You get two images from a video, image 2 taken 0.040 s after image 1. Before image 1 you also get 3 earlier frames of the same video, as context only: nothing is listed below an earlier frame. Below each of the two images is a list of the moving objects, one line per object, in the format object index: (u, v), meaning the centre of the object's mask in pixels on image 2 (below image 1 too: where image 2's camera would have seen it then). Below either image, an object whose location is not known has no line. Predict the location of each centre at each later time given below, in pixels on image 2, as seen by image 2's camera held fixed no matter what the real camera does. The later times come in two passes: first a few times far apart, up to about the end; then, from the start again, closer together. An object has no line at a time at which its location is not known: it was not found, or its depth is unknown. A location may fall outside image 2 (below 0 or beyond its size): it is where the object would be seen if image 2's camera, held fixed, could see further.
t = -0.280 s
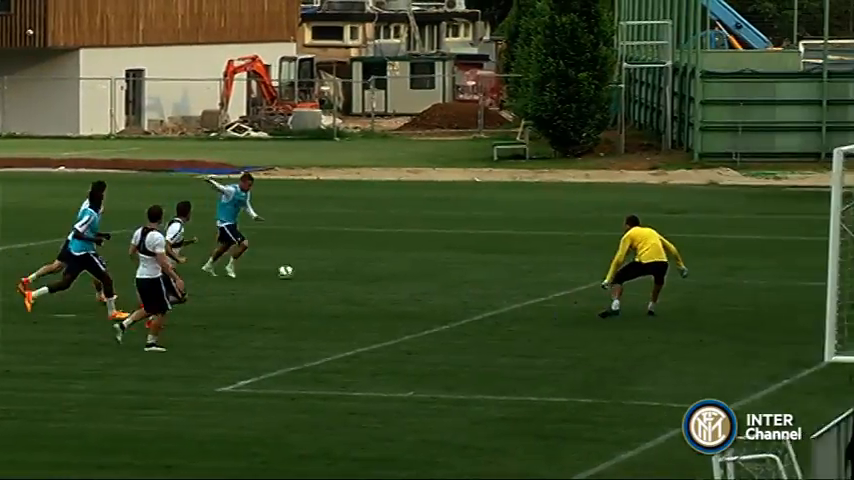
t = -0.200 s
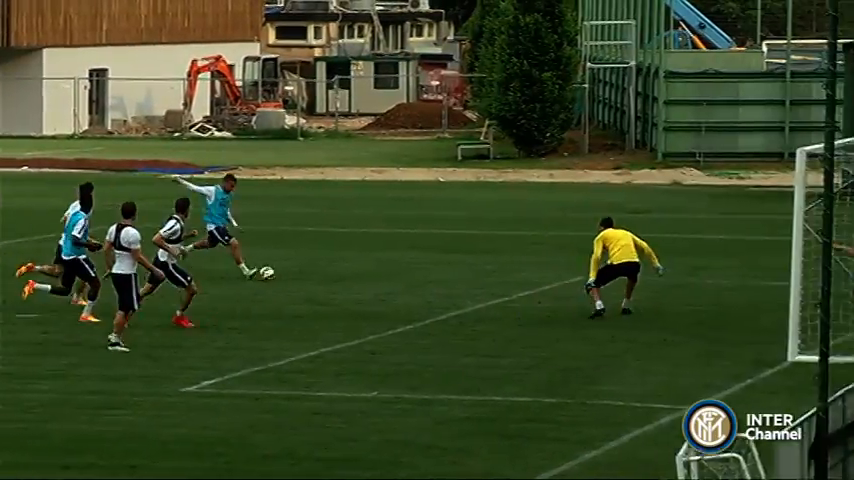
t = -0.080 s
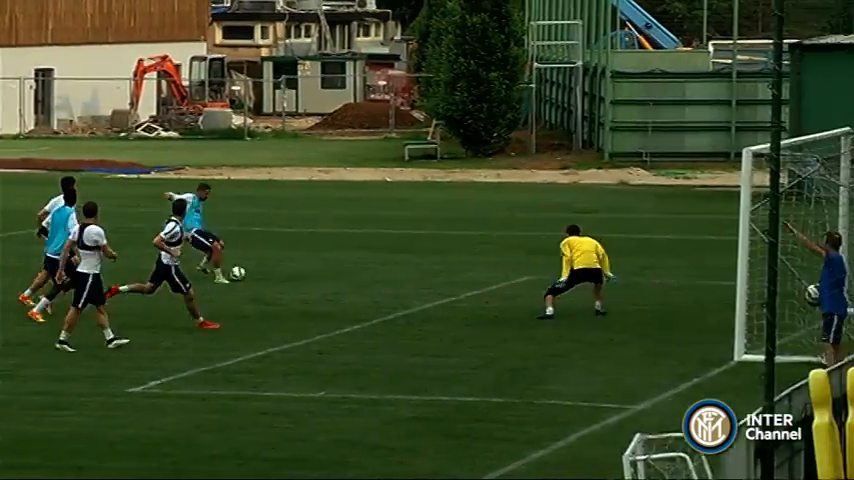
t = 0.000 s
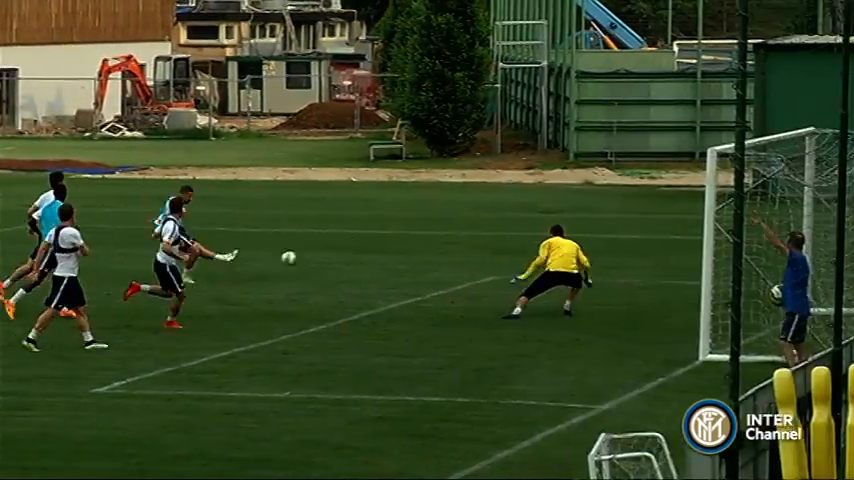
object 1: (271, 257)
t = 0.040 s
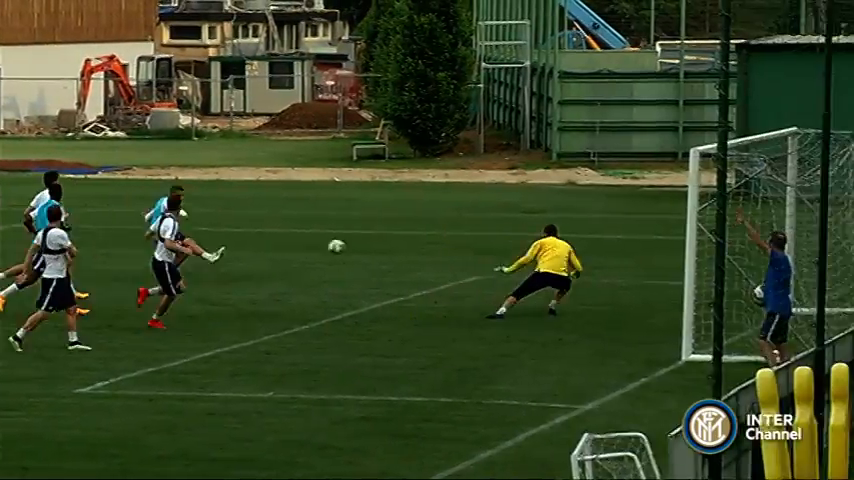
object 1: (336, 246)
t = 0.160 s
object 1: (528, 219)
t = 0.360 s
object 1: (864, 211)
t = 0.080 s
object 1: (400, 236)
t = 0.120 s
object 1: (464, 227)
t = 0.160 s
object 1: (528, 219)
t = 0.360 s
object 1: (864, 211)
